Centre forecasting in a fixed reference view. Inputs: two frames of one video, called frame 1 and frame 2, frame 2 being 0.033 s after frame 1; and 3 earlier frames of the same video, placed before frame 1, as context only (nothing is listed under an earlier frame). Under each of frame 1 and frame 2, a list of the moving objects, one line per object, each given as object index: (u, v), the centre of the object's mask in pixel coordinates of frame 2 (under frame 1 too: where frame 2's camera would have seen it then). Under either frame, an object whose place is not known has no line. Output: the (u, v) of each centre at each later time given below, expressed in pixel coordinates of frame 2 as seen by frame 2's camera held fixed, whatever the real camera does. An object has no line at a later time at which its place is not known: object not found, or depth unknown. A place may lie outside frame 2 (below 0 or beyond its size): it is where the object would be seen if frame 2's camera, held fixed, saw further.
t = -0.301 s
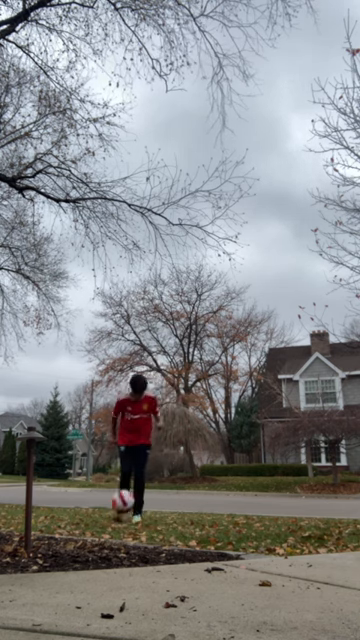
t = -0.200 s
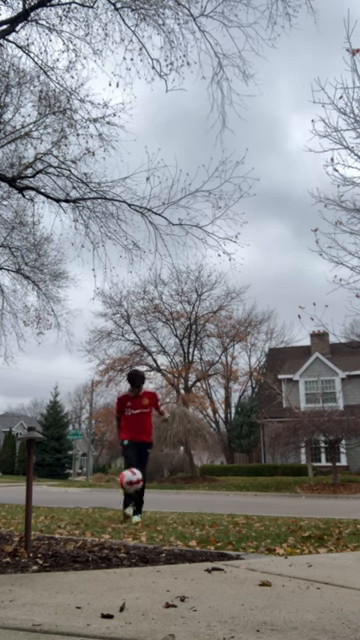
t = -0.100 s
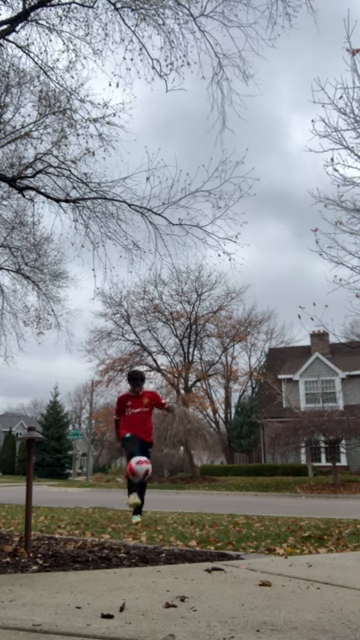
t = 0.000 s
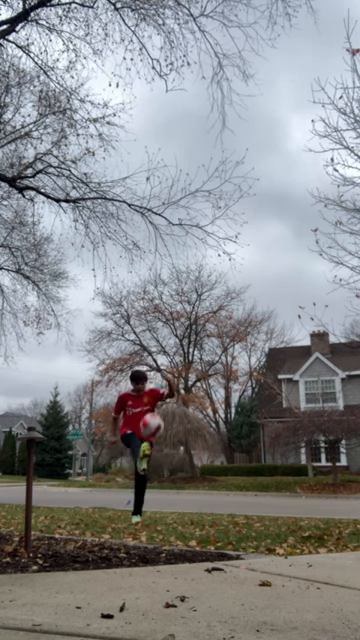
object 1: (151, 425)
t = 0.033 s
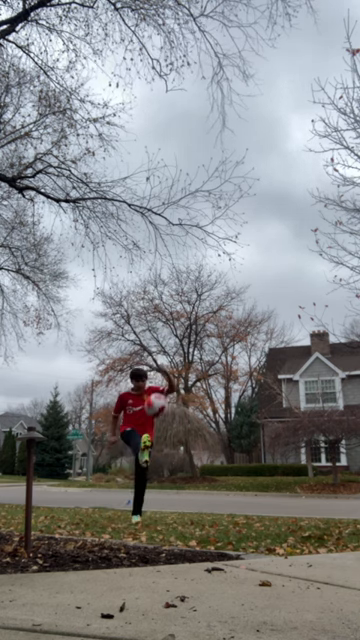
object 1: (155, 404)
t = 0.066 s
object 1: (160, 386)
